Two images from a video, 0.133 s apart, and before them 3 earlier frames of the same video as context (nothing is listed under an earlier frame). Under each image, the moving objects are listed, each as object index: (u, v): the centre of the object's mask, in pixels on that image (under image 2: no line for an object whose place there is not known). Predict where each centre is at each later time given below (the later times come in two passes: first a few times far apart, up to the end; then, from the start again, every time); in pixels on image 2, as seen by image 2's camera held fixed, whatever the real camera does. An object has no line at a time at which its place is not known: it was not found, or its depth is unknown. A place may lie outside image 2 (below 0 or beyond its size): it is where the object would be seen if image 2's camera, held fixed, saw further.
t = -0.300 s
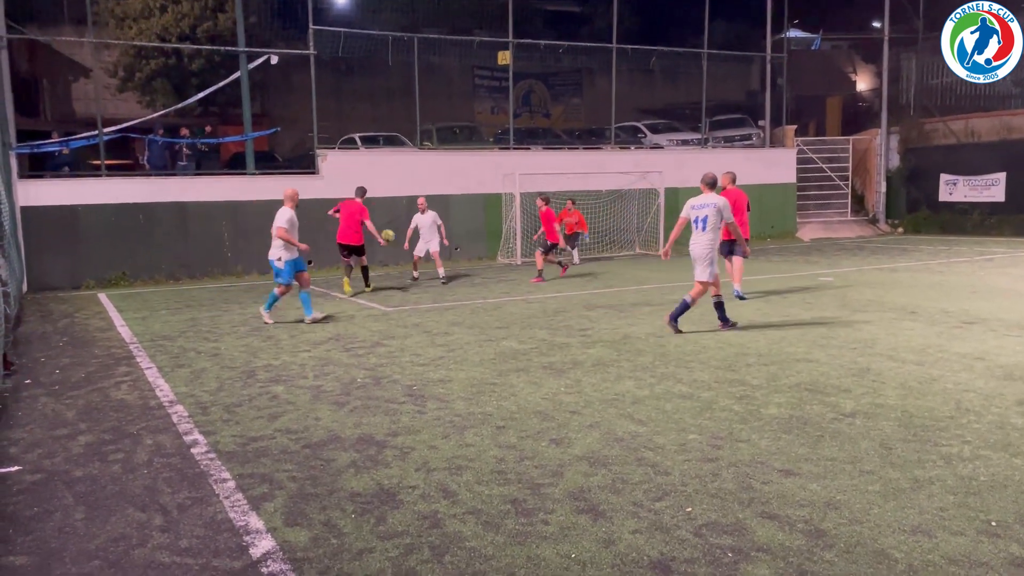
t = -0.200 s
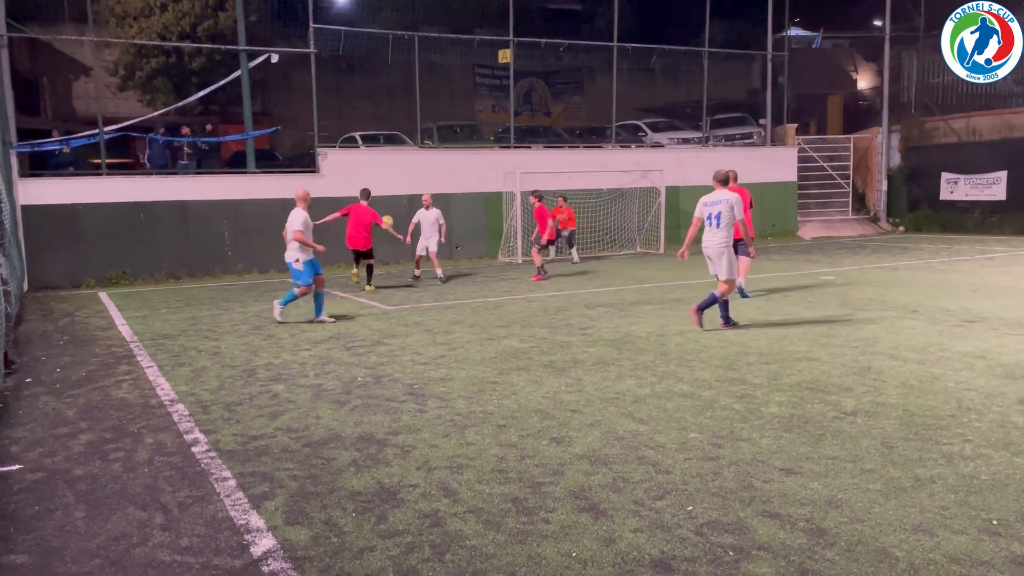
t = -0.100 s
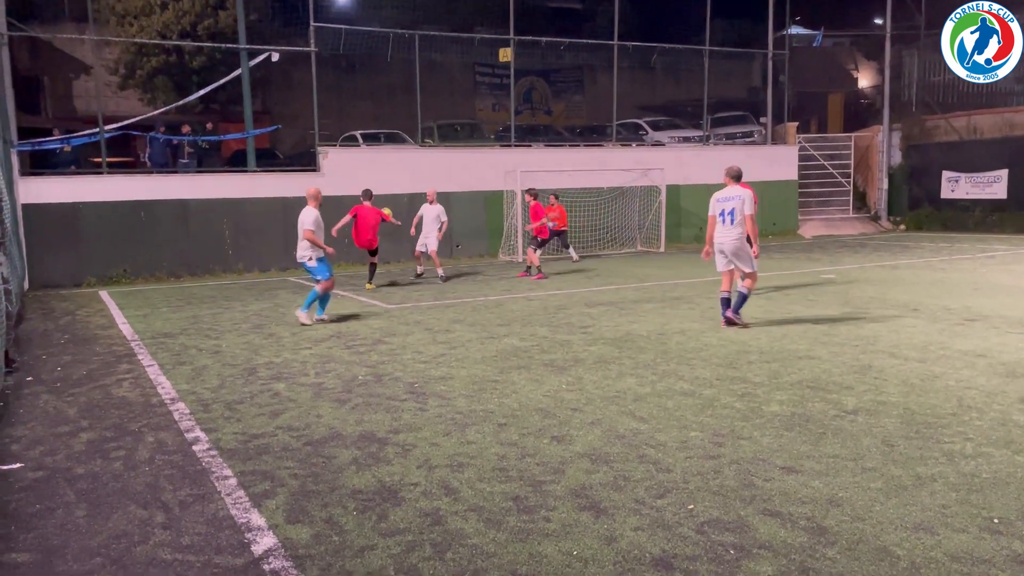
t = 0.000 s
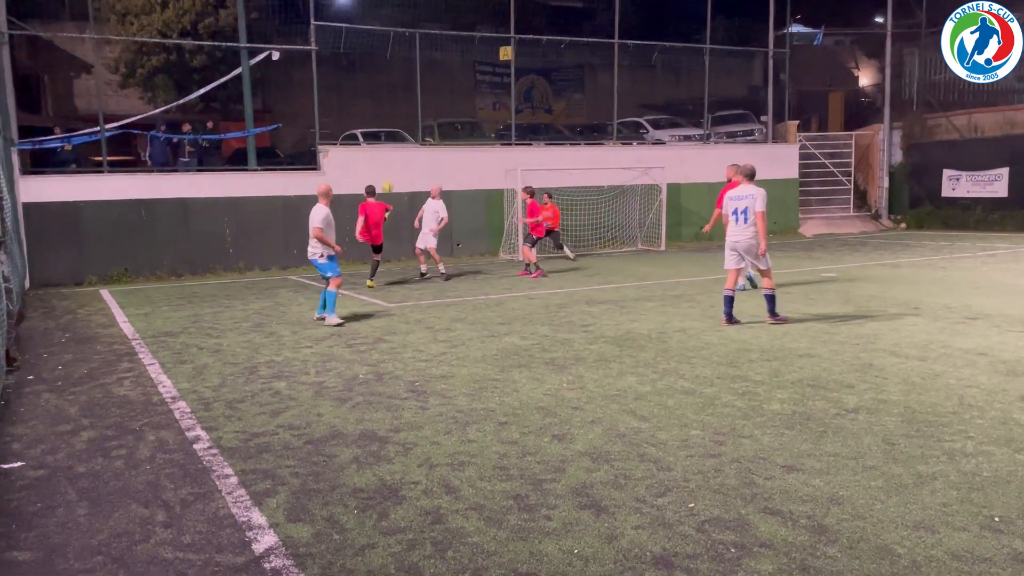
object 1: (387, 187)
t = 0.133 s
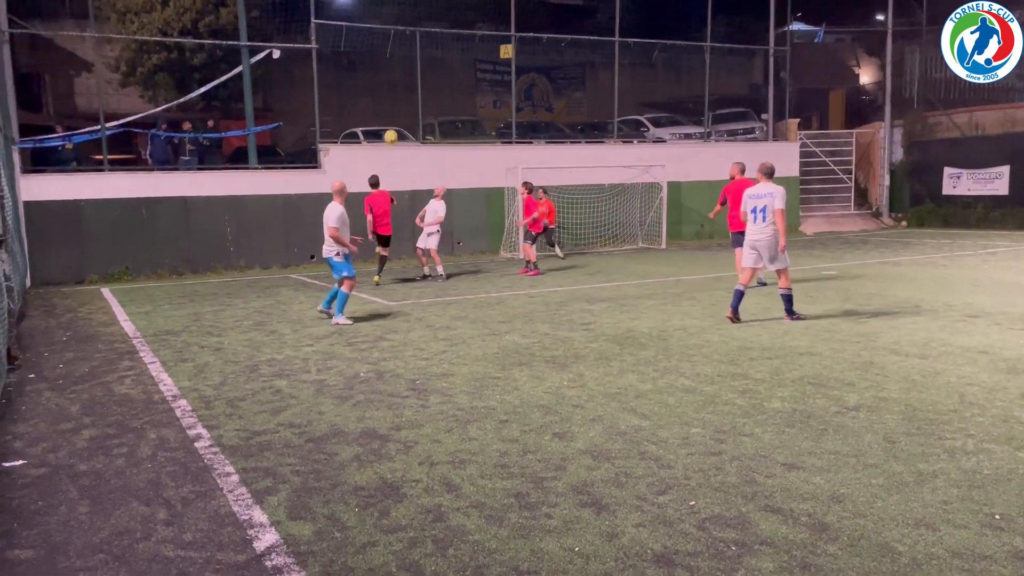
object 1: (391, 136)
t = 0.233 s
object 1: (393, 107)
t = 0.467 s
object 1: (400, 58)
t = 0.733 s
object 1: (409, 41)
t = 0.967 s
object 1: (420, 64)
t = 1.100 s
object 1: (426, 92)
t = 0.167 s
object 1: (391, 126)
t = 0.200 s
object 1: (392, 116)
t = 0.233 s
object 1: (393, 107)
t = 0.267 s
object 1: (394, 98)
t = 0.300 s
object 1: (395, 90)
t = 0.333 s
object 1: (396, 82)
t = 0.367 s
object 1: (397, 75)
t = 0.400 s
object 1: (398, 69)
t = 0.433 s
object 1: (399, 63)
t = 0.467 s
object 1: (400, 58)
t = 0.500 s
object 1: (401, 53)
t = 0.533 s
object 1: (402, 49)
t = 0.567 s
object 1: (403, 46)
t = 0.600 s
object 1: (404, 44)
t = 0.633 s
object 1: (405, 42)
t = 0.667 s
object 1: (407, 41)
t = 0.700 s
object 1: (408, 41)
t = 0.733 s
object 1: (409, 41)
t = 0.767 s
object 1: (410, 42)
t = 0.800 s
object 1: (412, 44)
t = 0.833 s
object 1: (414, 47)
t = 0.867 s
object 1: (415, 50)
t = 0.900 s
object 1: (417, 54)
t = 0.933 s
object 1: (418, 58)
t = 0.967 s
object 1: (420, 64)
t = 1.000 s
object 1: (421, 70)
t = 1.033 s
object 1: (423, 77)
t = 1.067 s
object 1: (425, 84)
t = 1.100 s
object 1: (426, 92)
